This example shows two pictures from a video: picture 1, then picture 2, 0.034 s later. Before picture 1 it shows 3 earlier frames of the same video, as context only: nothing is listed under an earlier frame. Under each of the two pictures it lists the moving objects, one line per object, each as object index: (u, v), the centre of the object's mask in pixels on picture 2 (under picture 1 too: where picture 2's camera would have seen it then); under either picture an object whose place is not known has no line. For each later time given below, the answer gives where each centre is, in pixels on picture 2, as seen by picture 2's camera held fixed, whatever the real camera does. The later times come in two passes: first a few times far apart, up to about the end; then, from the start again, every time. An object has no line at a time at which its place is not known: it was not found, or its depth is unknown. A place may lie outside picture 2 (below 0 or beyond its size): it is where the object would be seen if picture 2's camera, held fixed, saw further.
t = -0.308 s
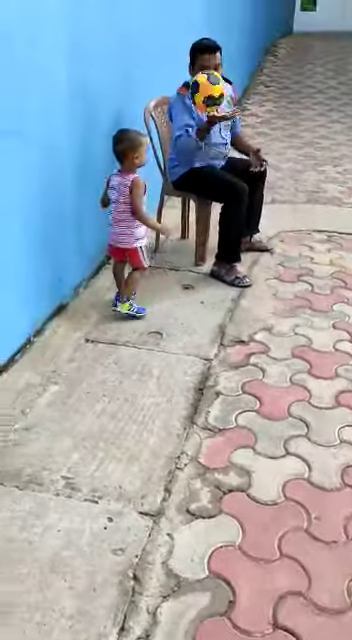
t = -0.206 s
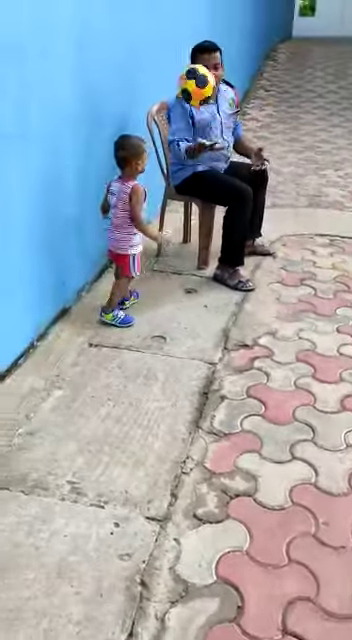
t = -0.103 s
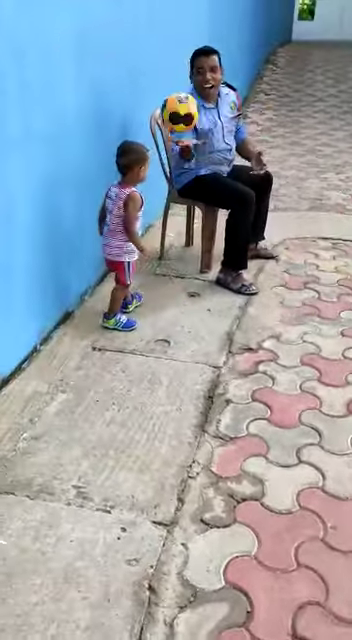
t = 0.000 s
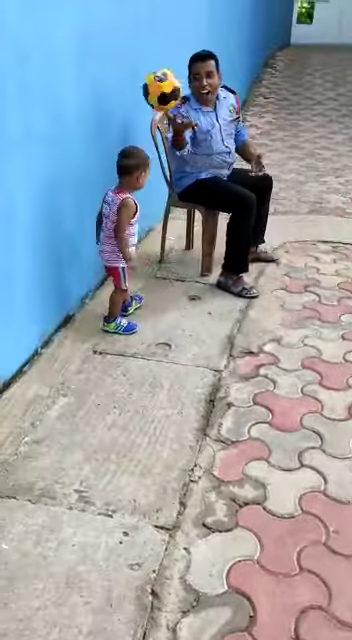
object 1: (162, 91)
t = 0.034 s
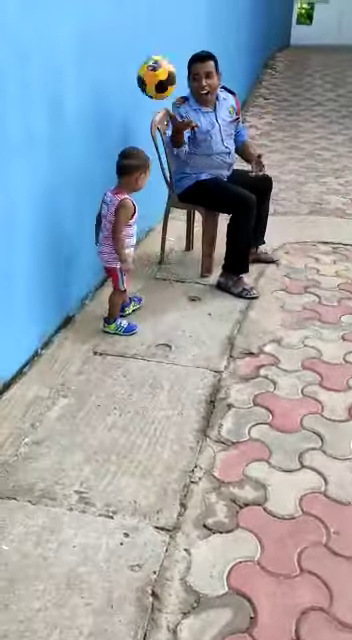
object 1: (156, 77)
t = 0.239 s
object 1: (119, 55)
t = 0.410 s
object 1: (85, 114)
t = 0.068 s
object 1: (151, 67)
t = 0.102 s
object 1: (145, 59)
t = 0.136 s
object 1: (138, 54)
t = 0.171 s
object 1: (132, 51)
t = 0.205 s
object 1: (125, 52)
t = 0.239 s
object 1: (119, 55)
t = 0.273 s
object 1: (112, 61)
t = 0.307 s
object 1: (105, 70)
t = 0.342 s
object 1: (98, 82)
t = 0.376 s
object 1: (92, 96)
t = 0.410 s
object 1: (85, 114)
